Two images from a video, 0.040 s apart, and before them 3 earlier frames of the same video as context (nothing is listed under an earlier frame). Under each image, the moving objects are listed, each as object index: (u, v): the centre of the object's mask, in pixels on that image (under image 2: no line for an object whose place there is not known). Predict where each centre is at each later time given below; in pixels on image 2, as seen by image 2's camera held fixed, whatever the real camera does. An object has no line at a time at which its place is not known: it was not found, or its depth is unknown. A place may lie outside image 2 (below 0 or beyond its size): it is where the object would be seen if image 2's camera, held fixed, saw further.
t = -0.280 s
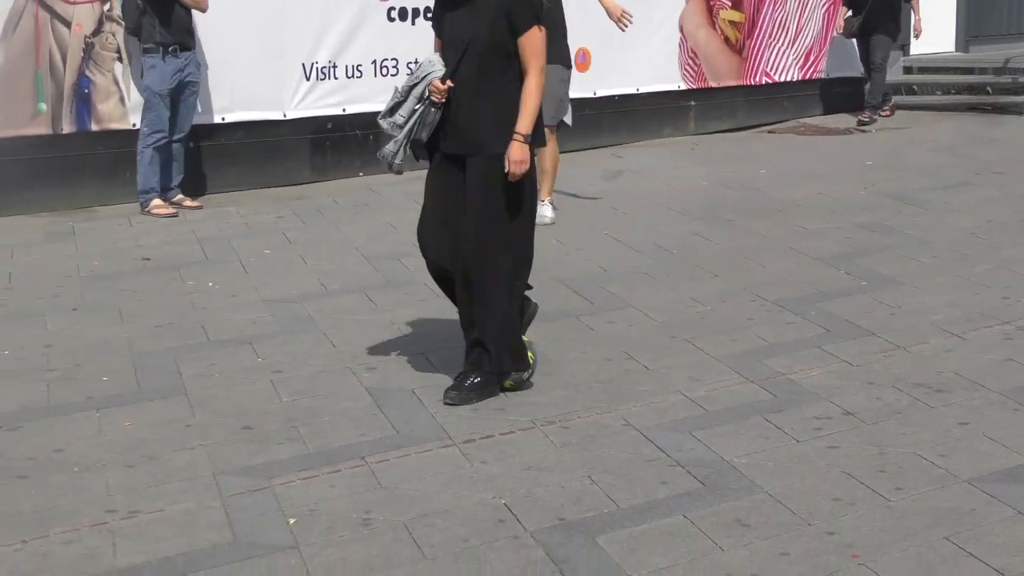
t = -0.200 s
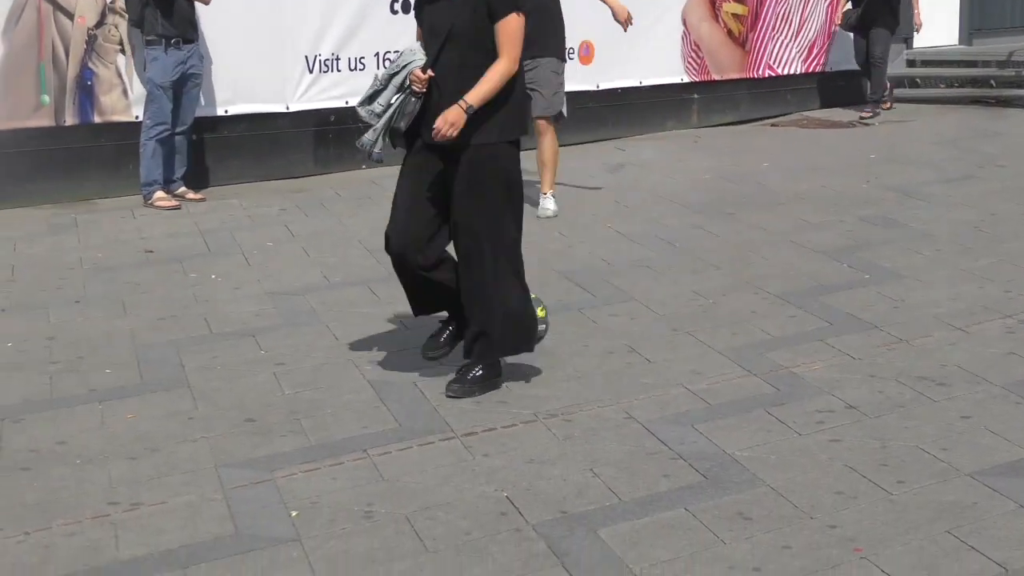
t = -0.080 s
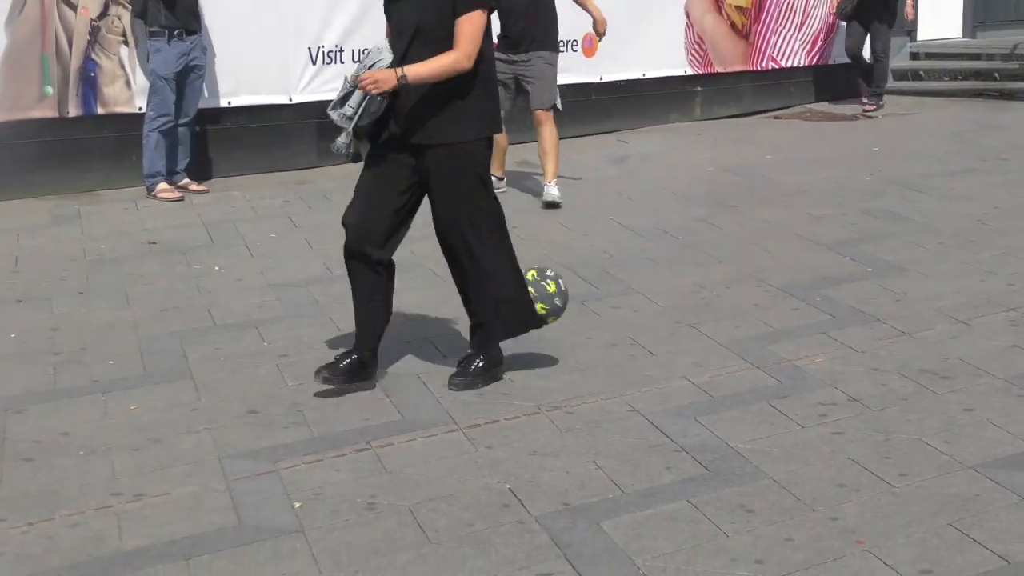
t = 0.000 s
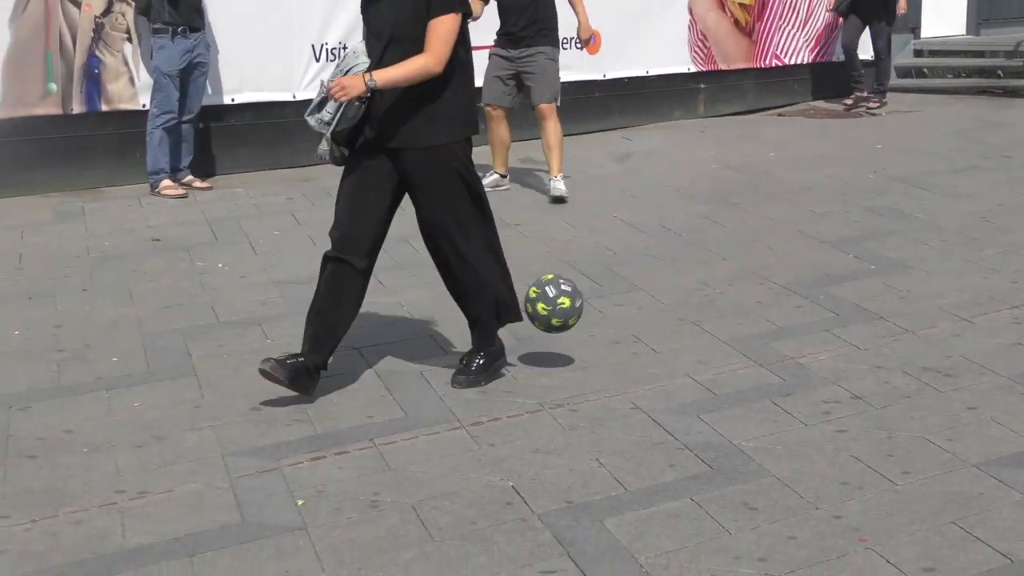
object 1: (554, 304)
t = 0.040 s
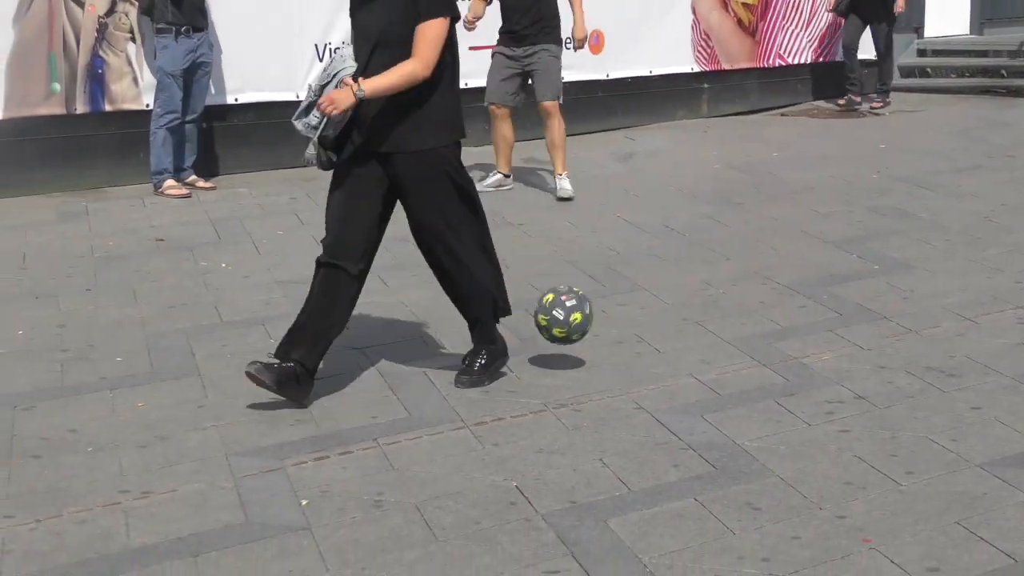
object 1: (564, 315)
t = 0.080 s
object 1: (569, 331)
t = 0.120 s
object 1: (573, 343)
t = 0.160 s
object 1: (572, 335)
